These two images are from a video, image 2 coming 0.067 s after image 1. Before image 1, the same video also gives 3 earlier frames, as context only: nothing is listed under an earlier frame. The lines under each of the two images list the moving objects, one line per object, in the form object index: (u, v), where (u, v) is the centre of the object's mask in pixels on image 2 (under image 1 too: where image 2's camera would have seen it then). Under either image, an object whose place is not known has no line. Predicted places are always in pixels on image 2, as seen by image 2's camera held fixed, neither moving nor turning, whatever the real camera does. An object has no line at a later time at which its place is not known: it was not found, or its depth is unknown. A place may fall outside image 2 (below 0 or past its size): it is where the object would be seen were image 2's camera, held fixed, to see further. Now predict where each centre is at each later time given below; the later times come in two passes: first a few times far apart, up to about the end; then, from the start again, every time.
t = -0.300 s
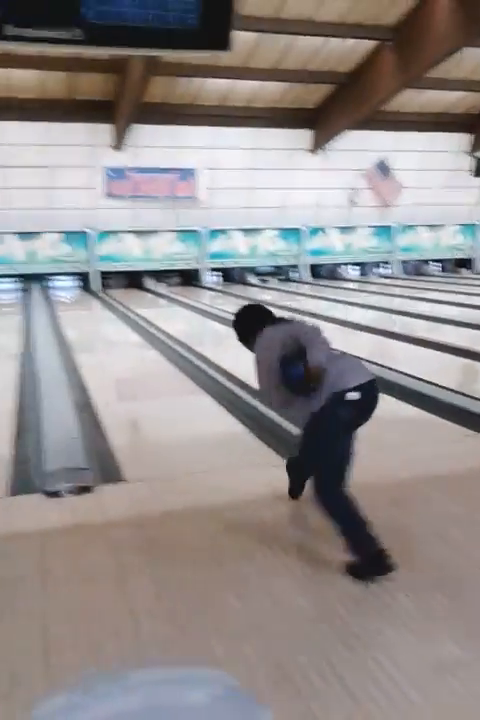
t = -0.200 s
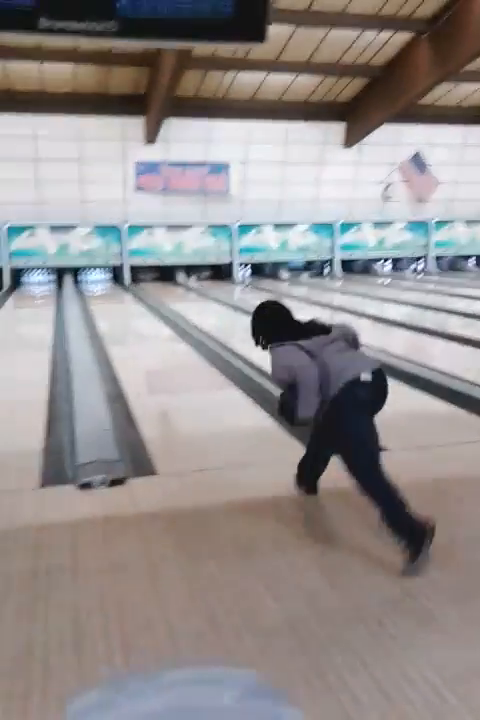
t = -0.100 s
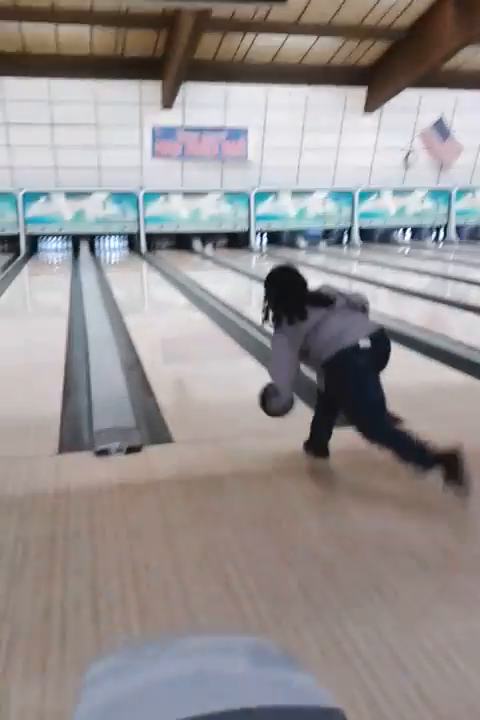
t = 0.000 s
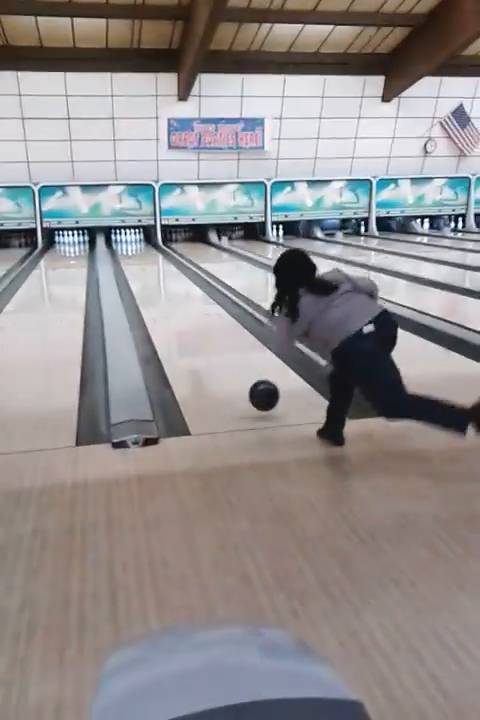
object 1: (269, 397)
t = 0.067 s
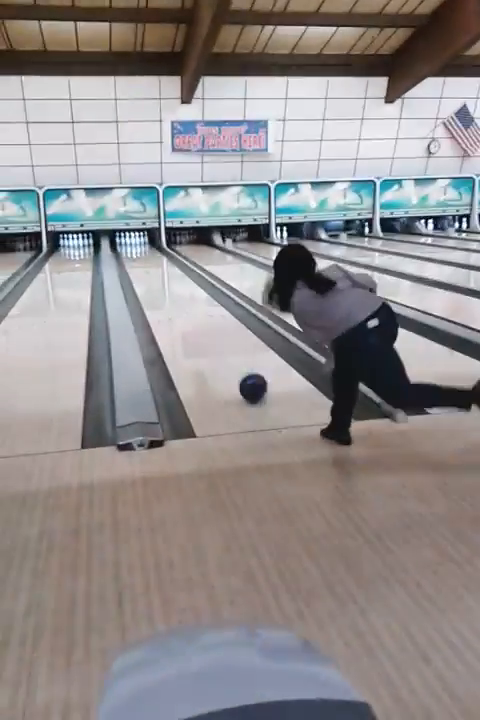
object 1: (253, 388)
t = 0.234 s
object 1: (222, 358)
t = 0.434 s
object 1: (198, 331)
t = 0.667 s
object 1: (178, 310)
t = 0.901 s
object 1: (164, 295)
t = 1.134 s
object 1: (154, 283)
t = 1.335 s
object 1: (147, 275)
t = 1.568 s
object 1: (141, 268)
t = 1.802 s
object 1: (136, 262)
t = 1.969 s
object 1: (133, 258)
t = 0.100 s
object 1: (246, 380)
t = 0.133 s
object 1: (239, 375)
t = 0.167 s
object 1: (233, 369)
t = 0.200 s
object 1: (228, 363)
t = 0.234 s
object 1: (222, 358)
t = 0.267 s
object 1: (218, 352)
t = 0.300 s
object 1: (213, 348)
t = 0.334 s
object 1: (209, 343)
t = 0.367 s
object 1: (205, 339)
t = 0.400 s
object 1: (201, 335)
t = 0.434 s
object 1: (198, 331)
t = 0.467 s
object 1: (195, 328)
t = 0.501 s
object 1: (192, 325)
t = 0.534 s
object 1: (188, 321)
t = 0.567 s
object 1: (186, 318)
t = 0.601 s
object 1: (183, 315)
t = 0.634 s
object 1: (181, 313)
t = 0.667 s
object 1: (178, 310)
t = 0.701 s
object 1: (176, 308)
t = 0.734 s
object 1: (174, 305)
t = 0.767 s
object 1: (172, 303)
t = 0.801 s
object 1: (170, 301)
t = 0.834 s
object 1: (168, 299)
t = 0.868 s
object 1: (166, 297)
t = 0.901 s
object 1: (164, 295)
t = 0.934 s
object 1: (162, 293)
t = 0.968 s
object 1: (161, 291)
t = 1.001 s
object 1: (159, 290)
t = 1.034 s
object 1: (158, 288)
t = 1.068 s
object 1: (157, 286)
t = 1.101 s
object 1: (155, 285)
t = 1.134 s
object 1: (154, 283)
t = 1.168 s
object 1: (152, 282)
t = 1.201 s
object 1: (151, 281)
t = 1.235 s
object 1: (150, 279)
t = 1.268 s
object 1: (149, 278)
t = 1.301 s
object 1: (148, 277)
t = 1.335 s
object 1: (147, 275)
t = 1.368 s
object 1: (146, 274)
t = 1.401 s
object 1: (145, 273)
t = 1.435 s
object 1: (144, 272)
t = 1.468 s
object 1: (143, 271)
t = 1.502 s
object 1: (142, 270)
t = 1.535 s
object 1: (142, 269)
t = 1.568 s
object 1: (141, 268)
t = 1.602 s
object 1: (140, 267)
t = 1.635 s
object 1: (138, 266)
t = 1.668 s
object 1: (138, 265)
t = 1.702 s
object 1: (137, 265)
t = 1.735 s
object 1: (136, 263)
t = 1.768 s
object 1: (136, 263)
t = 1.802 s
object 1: (136, 262)
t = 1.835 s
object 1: (135, 261)
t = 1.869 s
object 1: (134, 260)
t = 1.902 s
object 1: (133, 260)
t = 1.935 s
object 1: (133, 259)
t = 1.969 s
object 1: (133, 258)
